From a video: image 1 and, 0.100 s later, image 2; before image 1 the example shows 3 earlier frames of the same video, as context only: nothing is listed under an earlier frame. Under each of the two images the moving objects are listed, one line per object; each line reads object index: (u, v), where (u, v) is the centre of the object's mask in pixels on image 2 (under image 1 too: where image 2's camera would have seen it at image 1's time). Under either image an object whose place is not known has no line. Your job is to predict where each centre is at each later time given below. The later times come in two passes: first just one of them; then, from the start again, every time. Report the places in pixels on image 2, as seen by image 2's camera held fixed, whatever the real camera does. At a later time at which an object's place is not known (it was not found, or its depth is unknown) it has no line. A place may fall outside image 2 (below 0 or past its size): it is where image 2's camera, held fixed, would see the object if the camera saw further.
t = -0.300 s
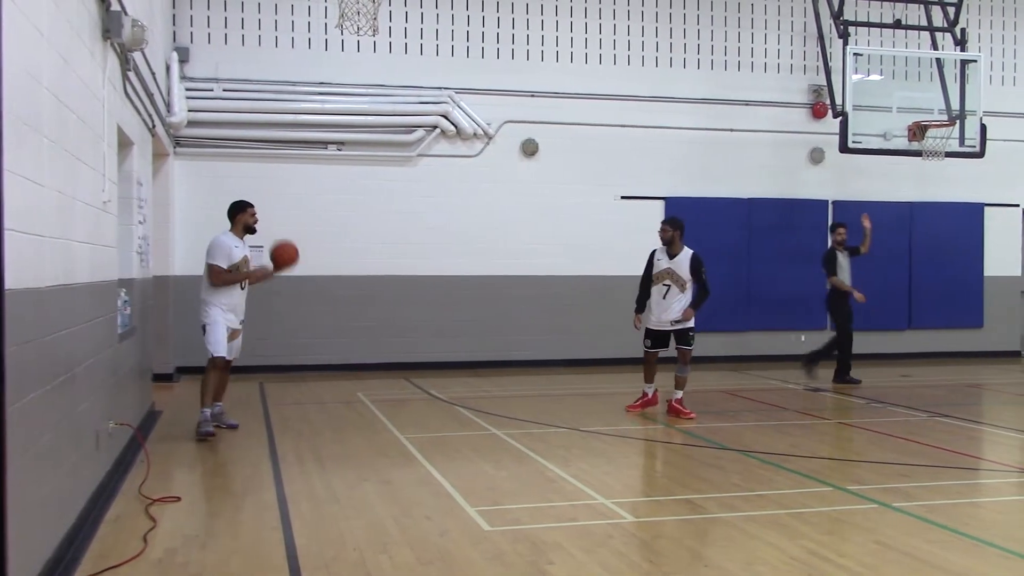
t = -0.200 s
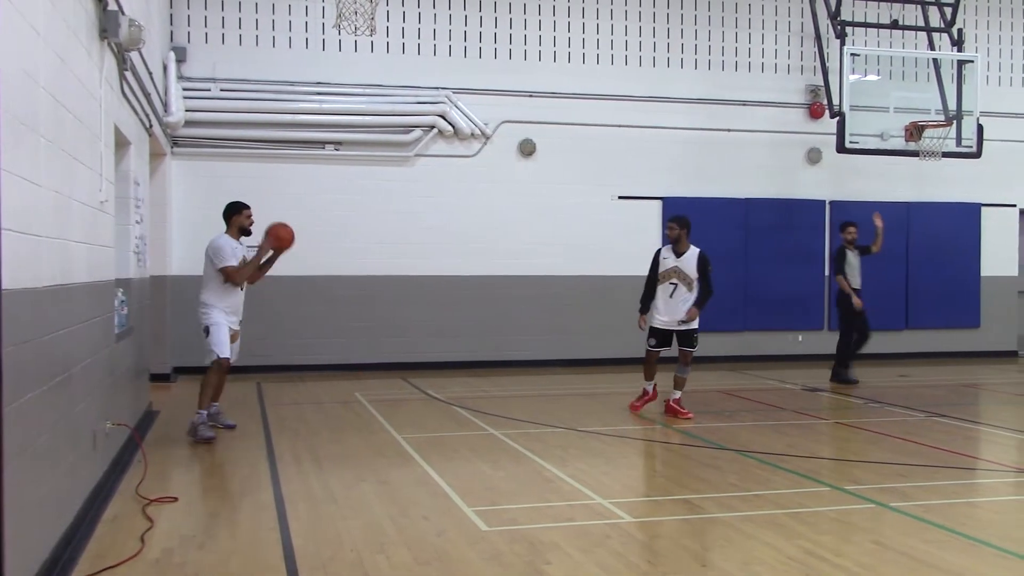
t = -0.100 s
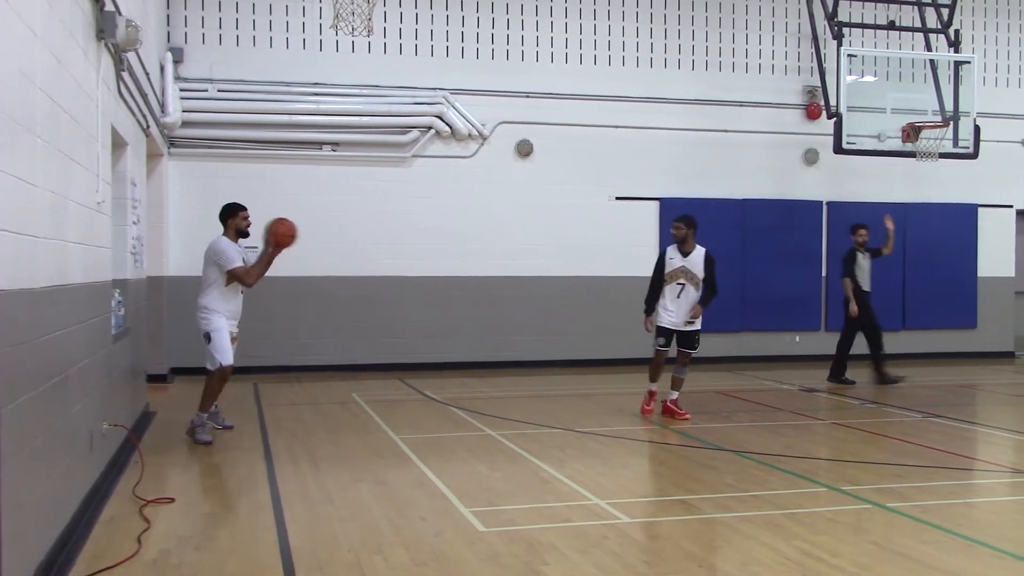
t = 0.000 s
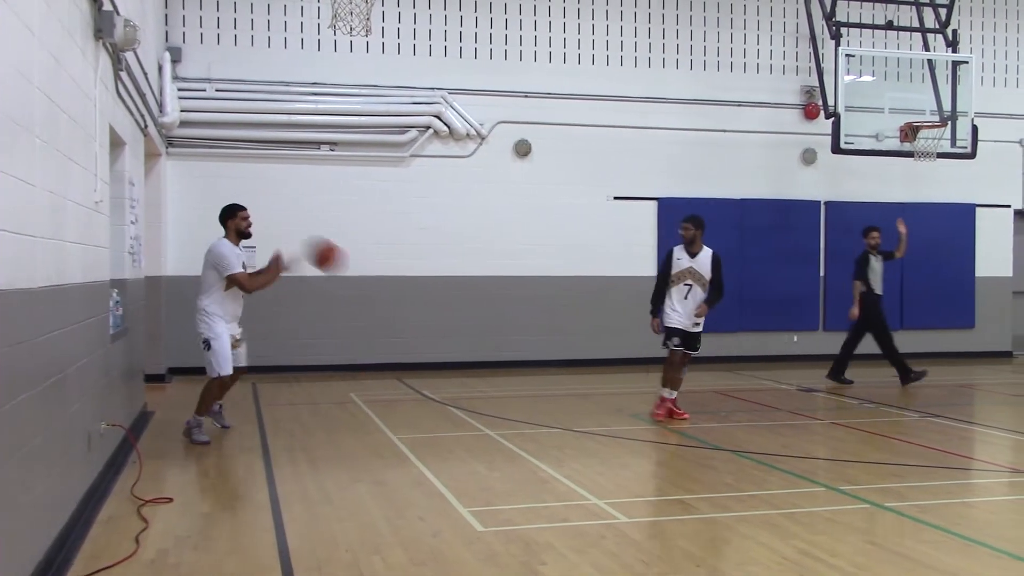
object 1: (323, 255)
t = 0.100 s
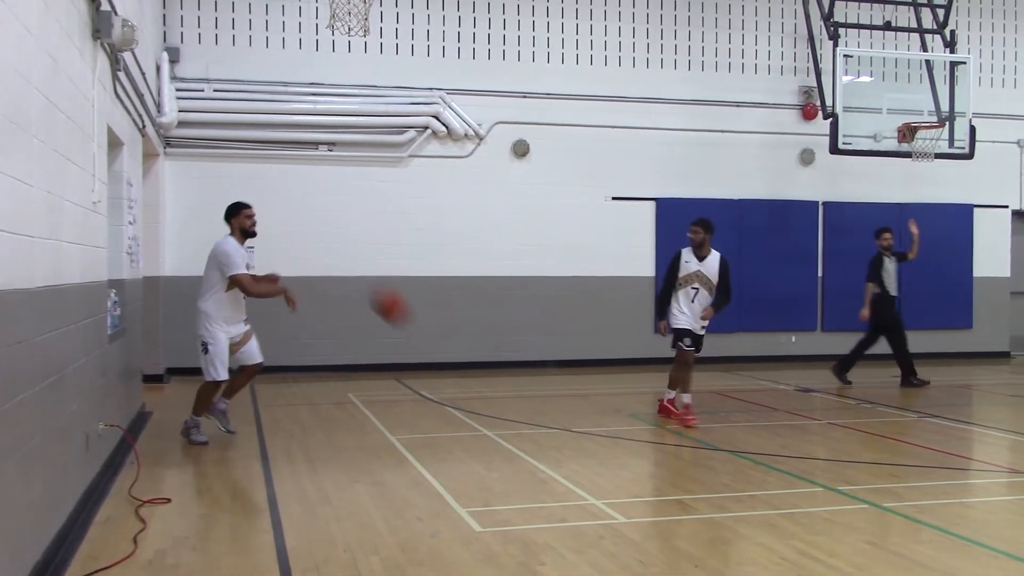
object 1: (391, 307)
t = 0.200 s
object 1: (459, 369)
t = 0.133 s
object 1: (413, 325)
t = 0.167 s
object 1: (435, 345)
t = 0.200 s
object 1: (459, 369)
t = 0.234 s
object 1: (480, 392)
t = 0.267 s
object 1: (502, 417)
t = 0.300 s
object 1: (517, 416)
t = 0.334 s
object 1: (526, 397)
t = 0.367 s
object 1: (536, 379)
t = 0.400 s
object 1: (545, 360)
